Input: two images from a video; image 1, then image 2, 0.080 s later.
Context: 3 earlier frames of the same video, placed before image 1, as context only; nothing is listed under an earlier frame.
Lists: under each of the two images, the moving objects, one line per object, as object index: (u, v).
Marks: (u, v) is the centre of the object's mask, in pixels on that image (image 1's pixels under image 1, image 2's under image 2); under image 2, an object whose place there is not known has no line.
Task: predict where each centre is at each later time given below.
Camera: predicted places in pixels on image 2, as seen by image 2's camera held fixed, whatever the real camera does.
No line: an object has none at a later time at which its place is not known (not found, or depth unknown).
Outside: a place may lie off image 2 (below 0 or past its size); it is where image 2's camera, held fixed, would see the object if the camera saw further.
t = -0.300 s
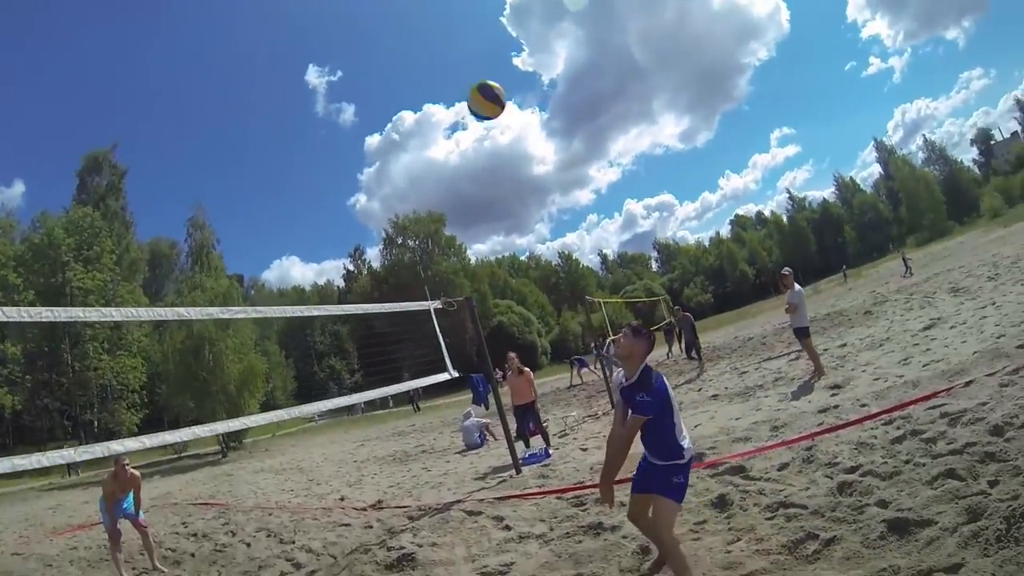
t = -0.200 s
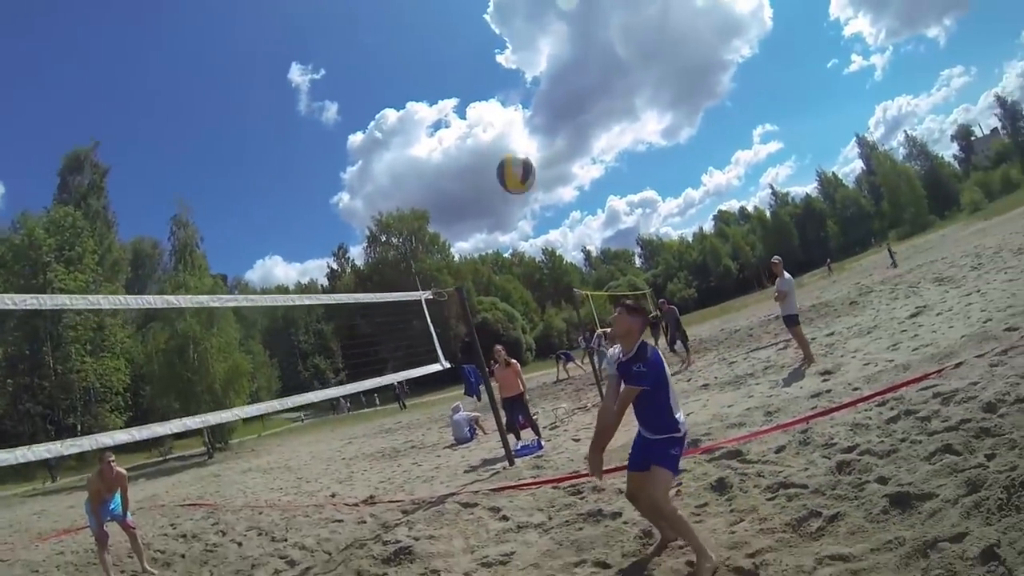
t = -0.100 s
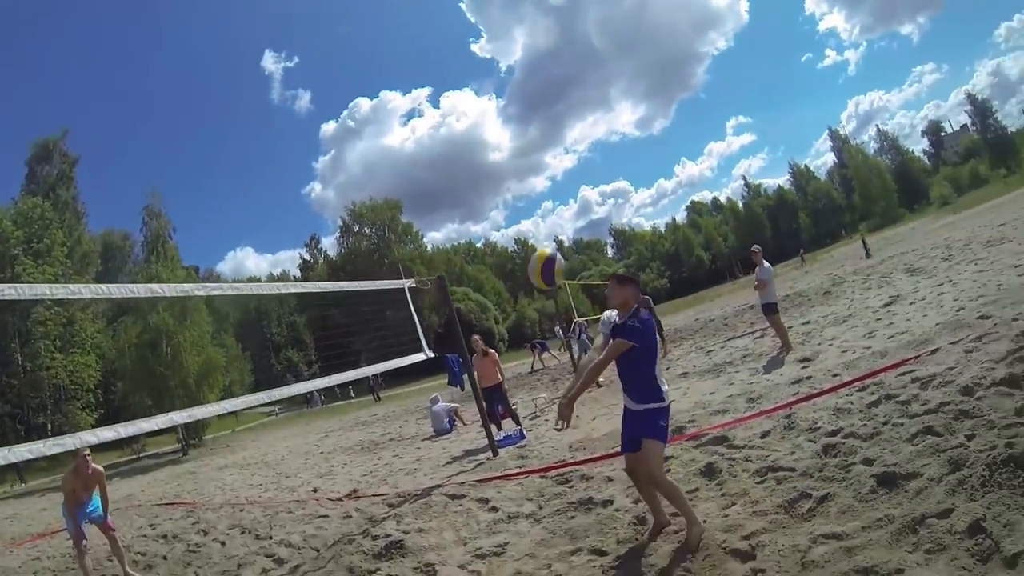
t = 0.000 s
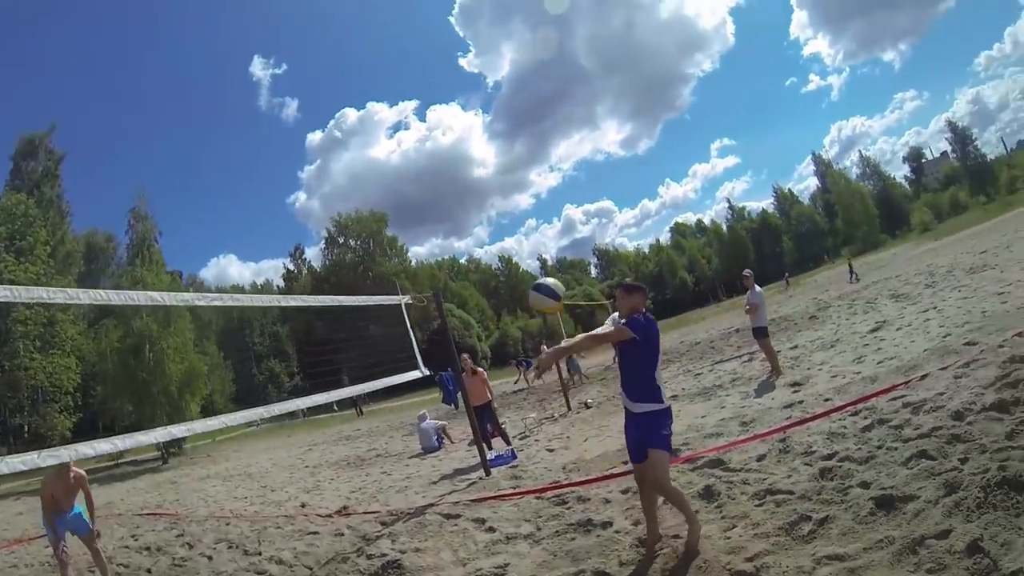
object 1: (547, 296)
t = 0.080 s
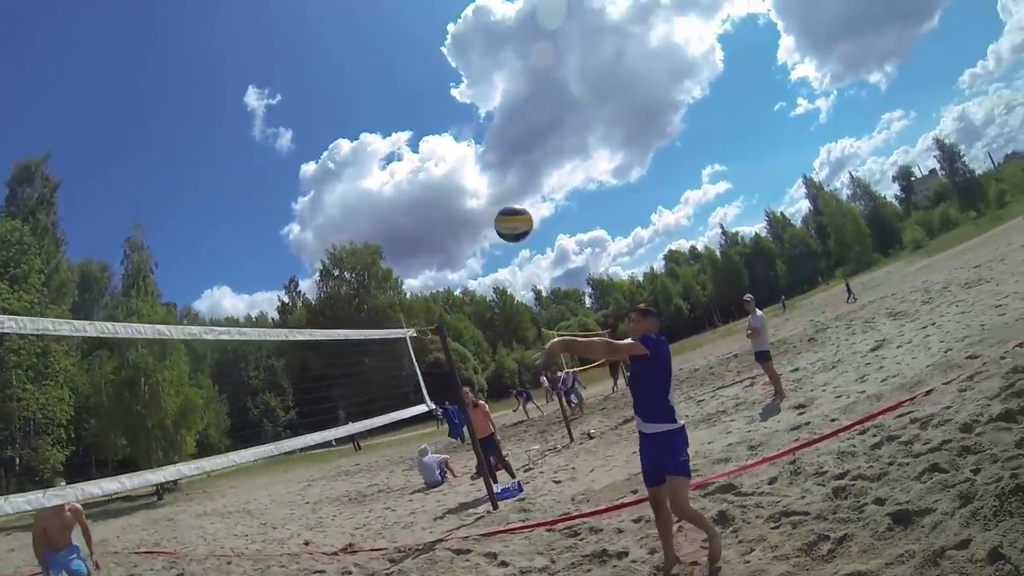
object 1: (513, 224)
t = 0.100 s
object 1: (505, 199)
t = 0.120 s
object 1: (498, 175)
